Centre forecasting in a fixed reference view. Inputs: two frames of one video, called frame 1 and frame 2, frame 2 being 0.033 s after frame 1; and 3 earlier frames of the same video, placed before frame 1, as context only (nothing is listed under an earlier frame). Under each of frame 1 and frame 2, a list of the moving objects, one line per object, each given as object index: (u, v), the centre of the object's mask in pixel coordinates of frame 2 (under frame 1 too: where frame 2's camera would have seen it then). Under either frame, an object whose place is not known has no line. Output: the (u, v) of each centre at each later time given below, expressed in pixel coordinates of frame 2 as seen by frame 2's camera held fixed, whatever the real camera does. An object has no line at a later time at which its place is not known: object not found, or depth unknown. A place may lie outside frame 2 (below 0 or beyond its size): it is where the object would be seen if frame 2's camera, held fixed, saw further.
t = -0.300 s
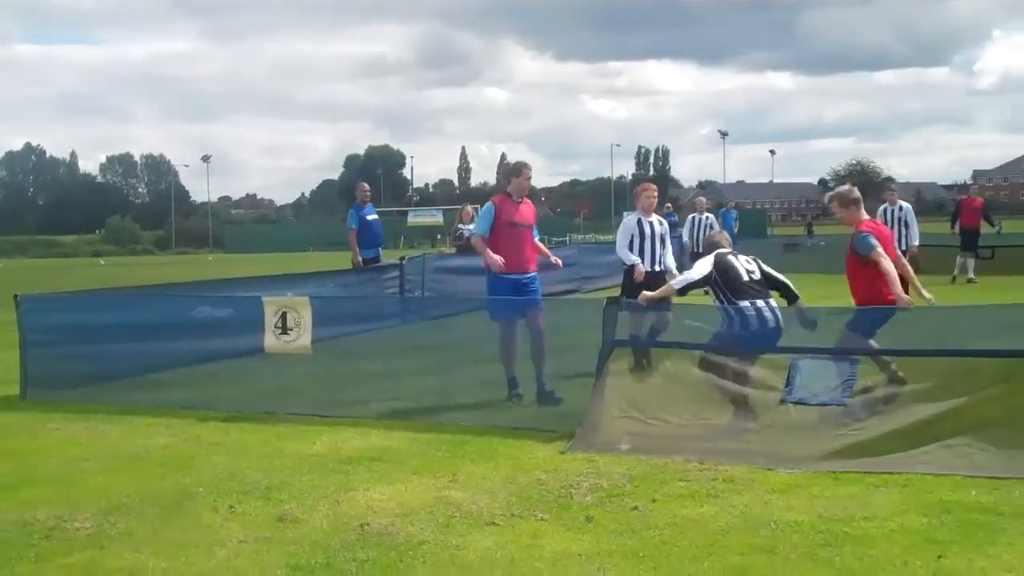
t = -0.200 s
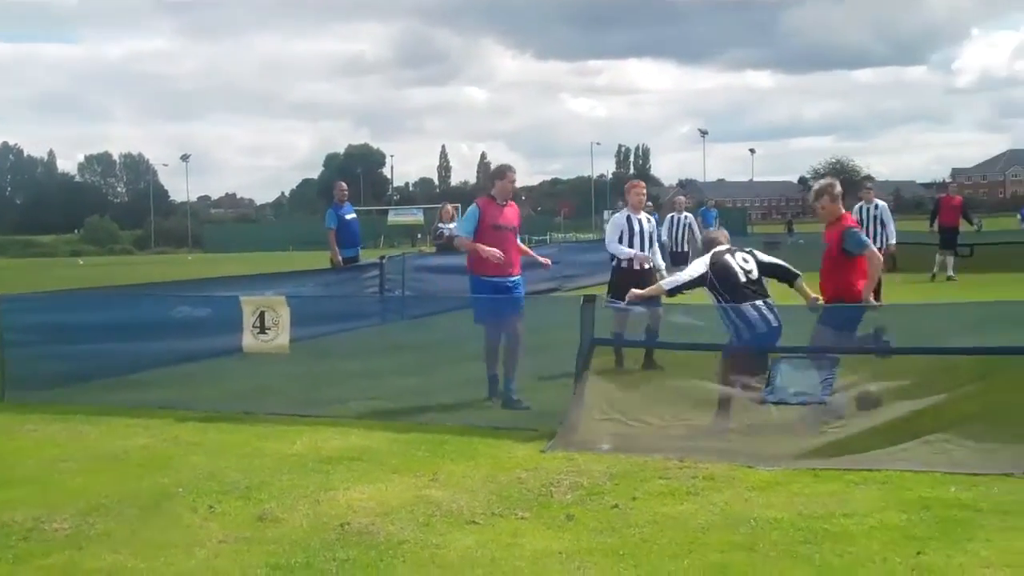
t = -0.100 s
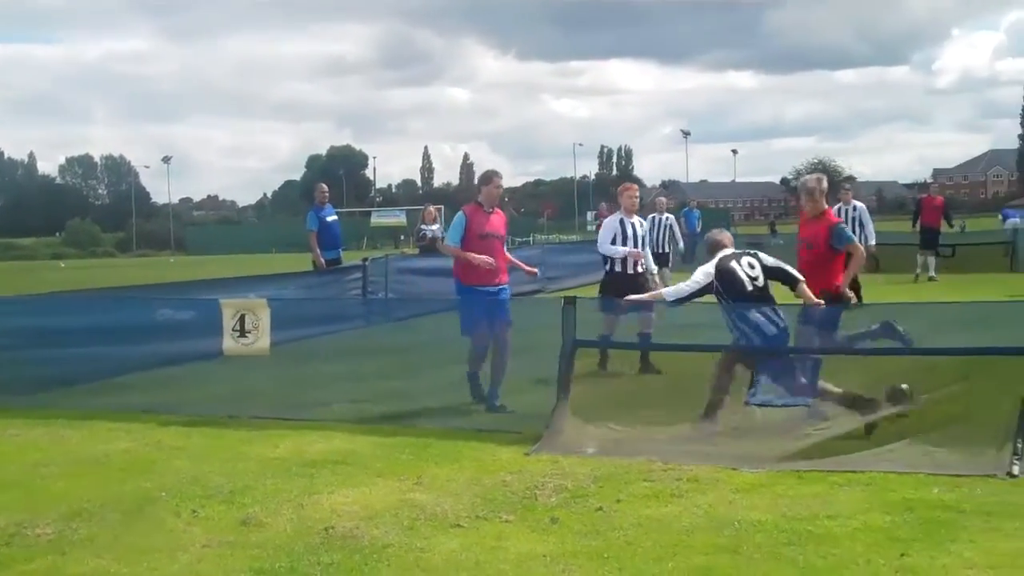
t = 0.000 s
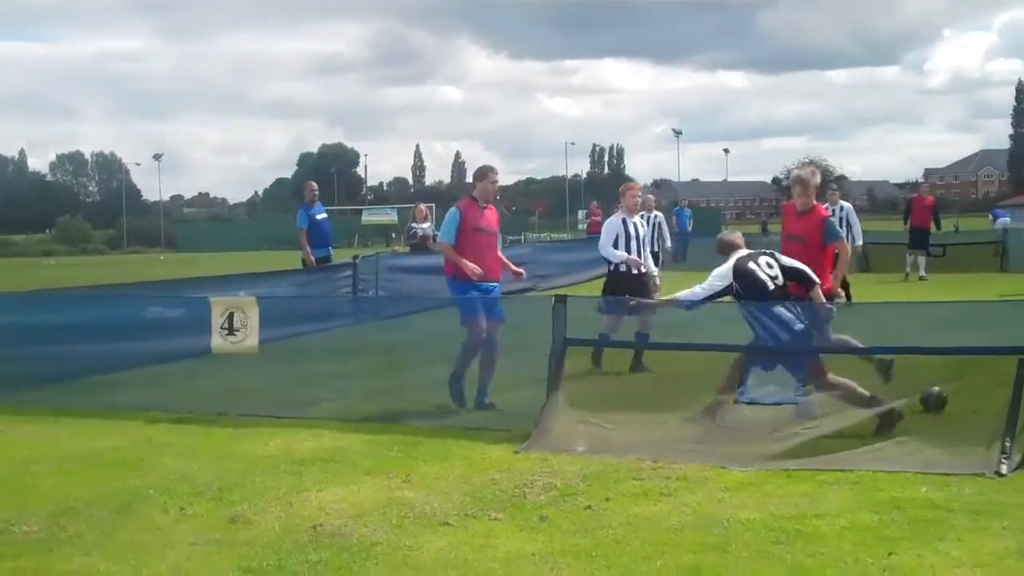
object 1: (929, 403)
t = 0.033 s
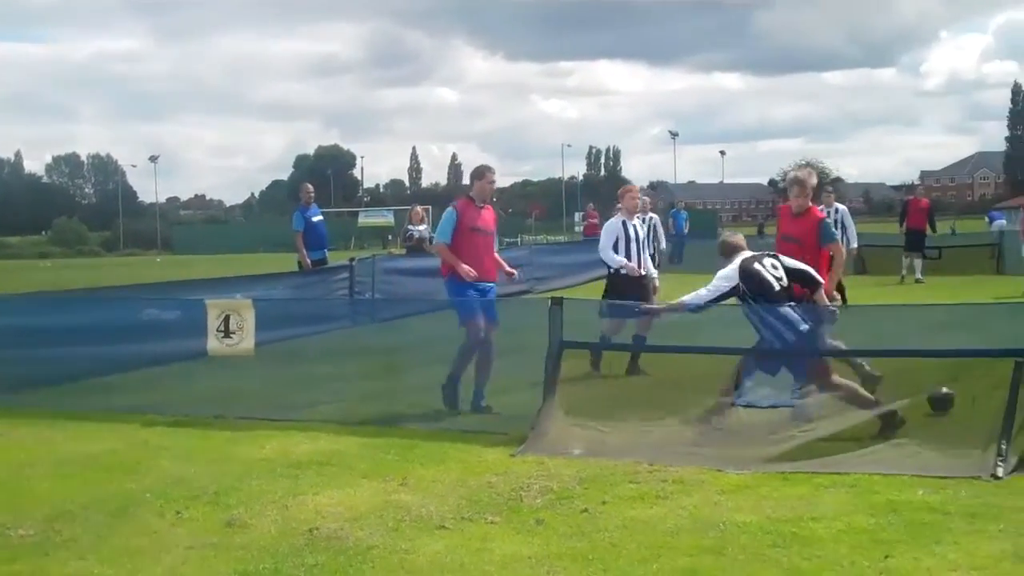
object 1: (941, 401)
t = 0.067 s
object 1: (950, 399)
